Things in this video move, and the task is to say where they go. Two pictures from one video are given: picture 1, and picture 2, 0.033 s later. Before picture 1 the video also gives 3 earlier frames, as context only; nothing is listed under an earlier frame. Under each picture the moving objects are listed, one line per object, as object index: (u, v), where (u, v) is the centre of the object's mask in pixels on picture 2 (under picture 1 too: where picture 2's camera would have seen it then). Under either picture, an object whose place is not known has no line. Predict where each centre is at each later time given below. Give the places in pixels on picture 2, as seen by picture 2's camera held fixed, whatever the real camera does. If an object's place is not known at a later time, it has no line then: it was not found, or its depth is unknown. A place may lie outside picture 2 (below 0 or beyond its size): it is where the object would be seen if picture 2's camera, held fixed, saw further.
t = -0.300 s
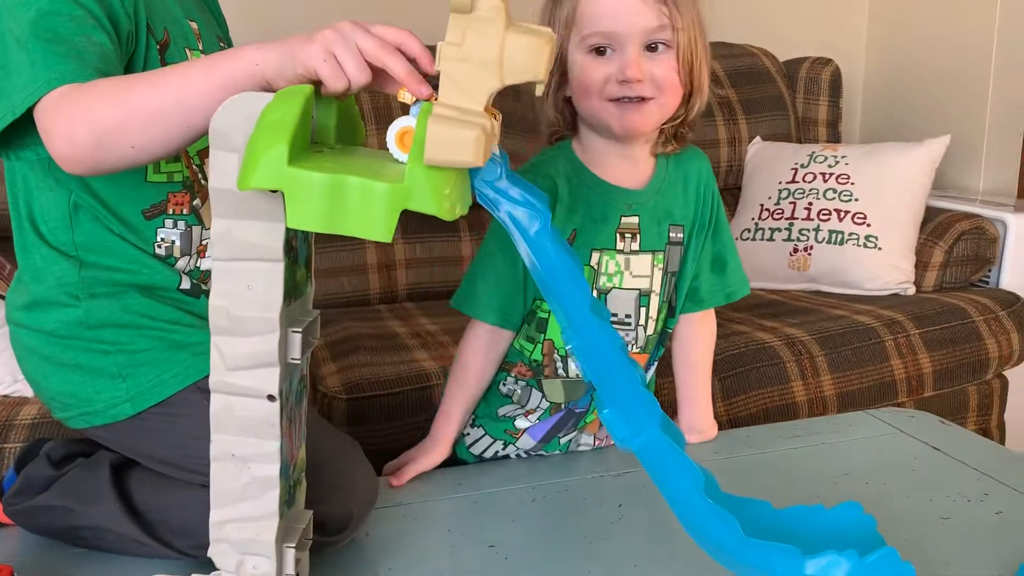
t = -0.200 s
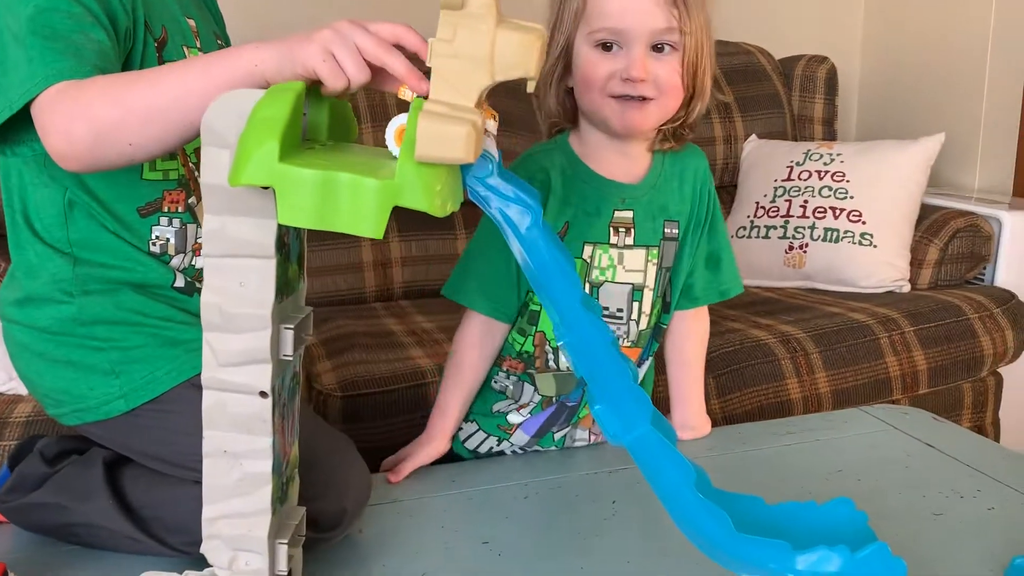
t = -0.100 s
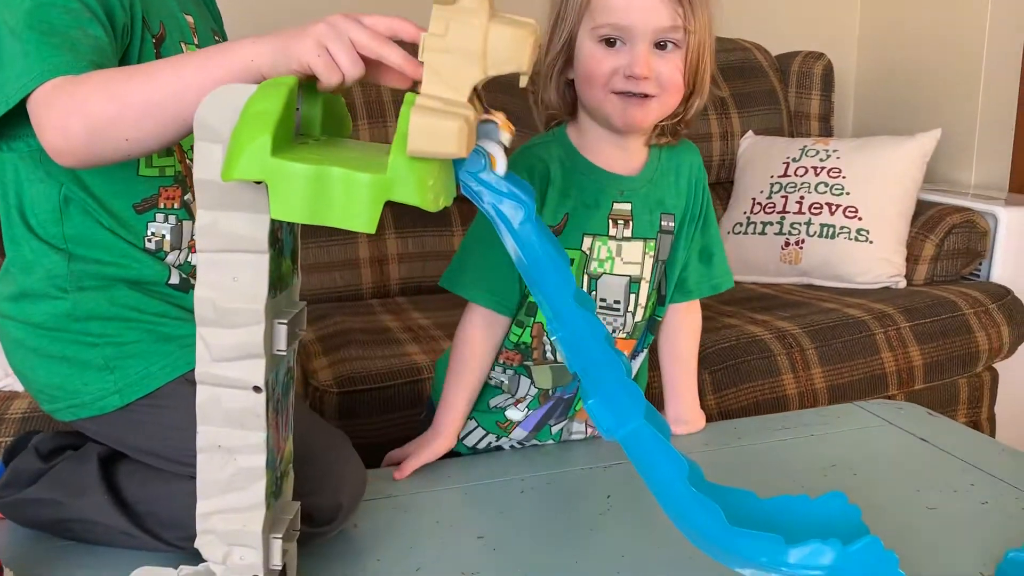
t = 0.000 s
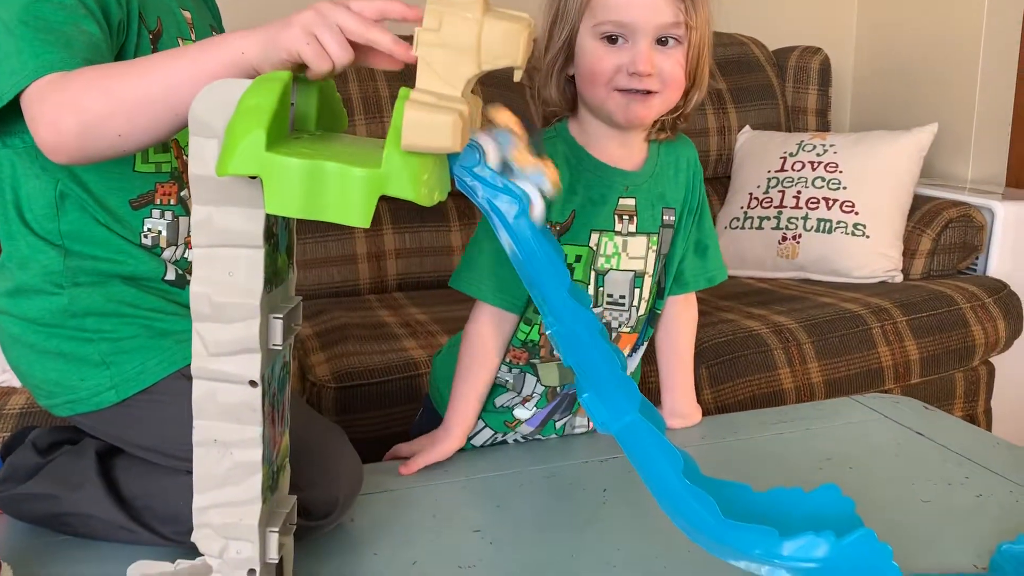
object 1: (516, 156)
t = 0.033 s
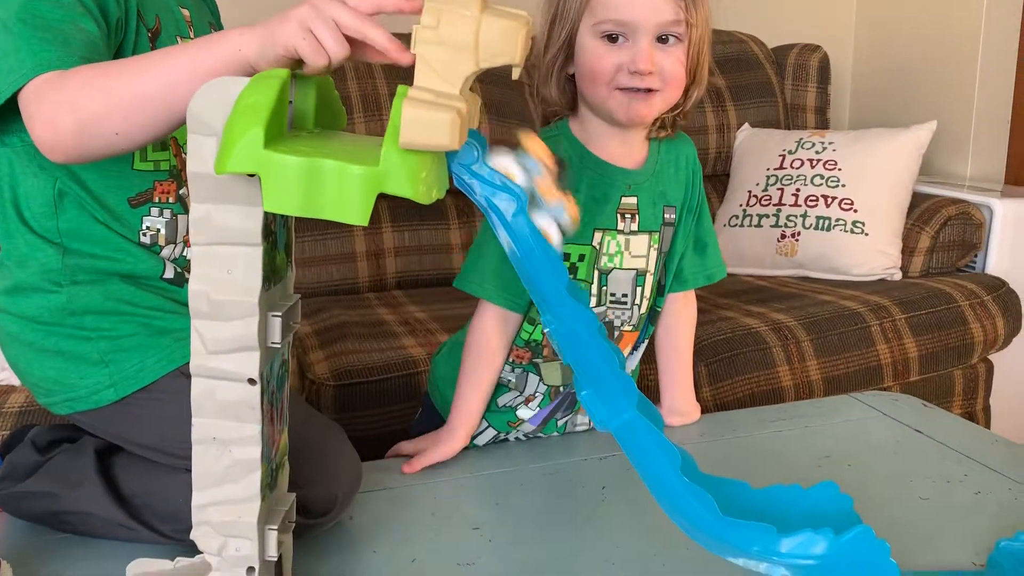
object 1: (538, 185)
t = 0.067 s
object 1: (566, 229)
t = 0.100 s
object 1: (595, 280)
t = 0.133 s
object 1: (631, 344)
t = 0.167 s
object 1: (675, 418)
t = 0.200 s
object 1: (727, 473)
